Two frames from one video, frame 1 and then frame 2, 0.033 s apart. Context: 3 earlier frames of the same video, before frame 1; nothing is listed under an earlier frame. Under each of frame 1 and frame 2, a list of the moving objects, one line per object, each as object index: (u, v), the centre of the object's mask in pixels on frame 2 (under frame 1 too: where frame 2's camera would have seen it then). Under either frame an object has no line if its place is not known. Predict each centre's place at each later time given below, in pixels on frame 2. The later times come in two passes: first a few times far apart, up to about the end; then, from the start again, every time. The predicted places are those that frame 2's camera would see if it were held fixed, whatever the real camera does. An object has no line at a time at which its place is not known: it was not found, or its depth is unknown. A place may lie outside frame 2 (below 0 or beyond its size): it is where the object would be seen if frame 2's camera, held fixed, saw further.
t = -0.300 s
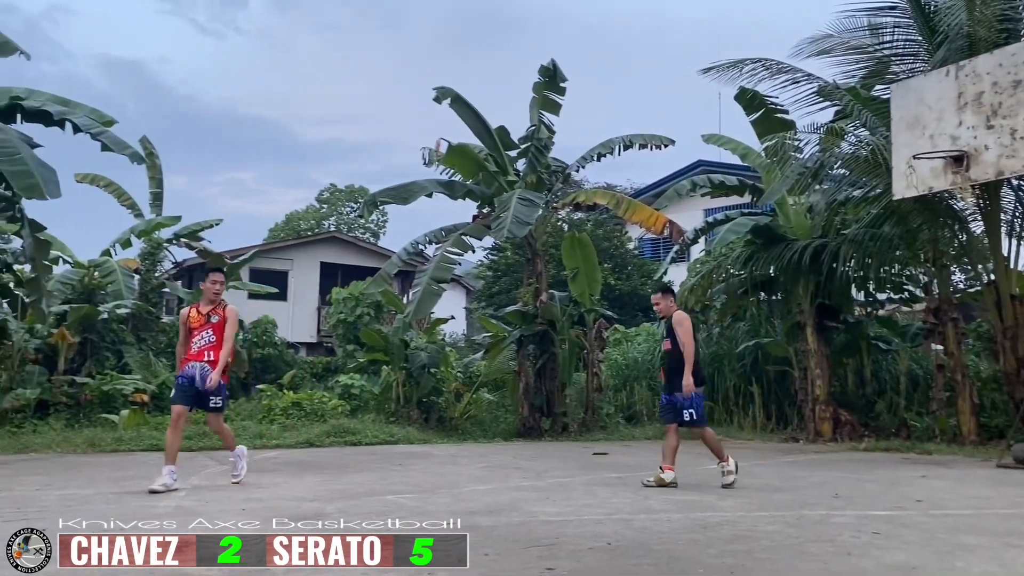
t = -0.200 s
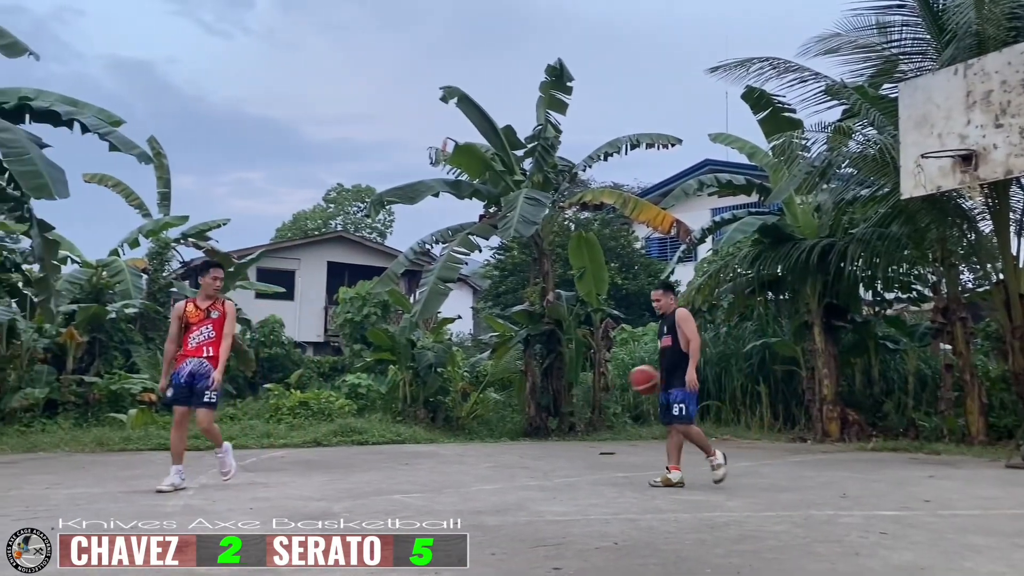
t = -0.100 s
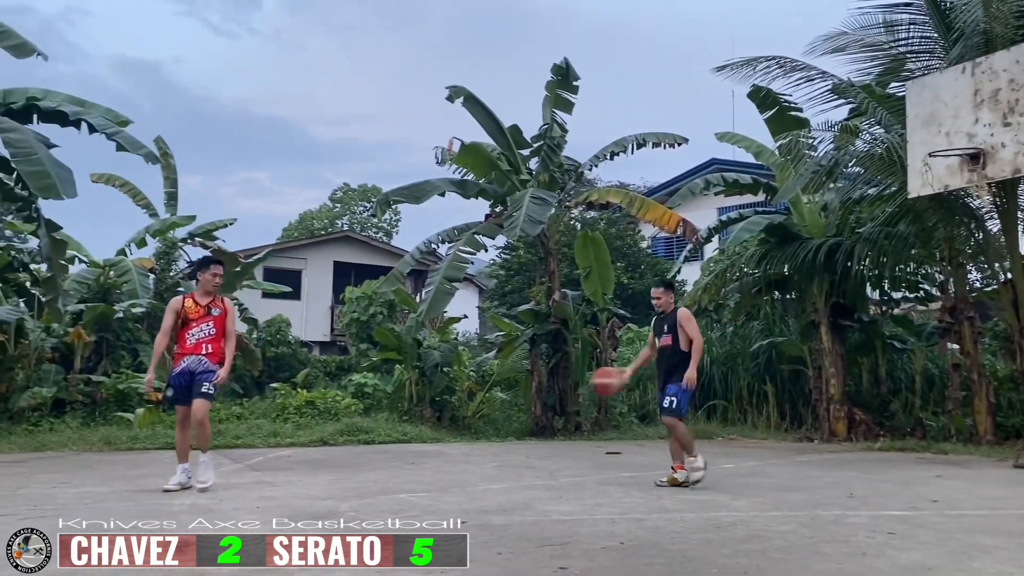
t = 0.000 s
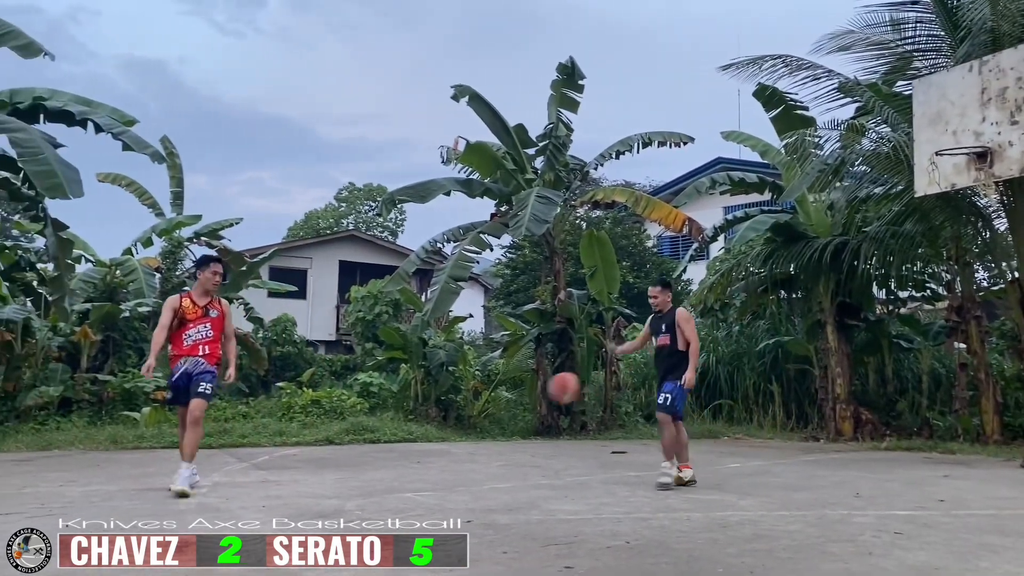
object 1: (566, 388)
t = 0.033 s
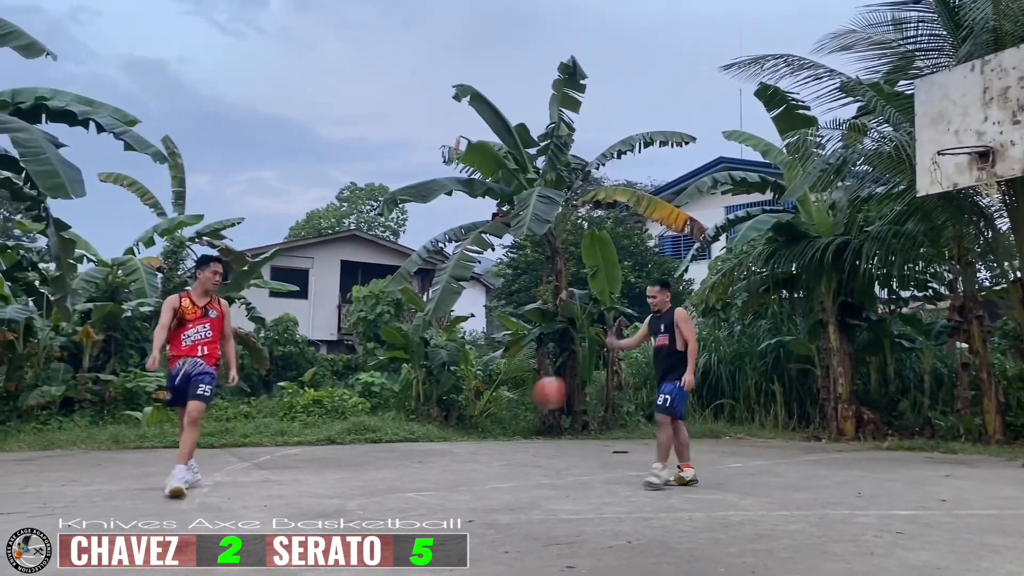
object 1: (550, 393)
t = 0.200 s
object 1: (462, 443)
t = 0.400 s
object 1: (368, 432)
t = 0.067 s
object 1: (533, 400)
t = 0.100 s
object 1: (516, 408)
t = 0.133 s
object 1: (499, 418)
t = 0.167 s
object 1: (481, 429)
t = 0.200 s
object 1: (462, 443)
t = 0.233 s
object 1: (443, 460)
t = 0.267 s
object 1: (424, 478)
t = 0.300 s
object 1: (409, 468)
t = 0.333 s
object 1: (396, 455)
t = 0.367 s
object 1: (381, 443)
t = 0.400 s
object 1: (368, 432)
